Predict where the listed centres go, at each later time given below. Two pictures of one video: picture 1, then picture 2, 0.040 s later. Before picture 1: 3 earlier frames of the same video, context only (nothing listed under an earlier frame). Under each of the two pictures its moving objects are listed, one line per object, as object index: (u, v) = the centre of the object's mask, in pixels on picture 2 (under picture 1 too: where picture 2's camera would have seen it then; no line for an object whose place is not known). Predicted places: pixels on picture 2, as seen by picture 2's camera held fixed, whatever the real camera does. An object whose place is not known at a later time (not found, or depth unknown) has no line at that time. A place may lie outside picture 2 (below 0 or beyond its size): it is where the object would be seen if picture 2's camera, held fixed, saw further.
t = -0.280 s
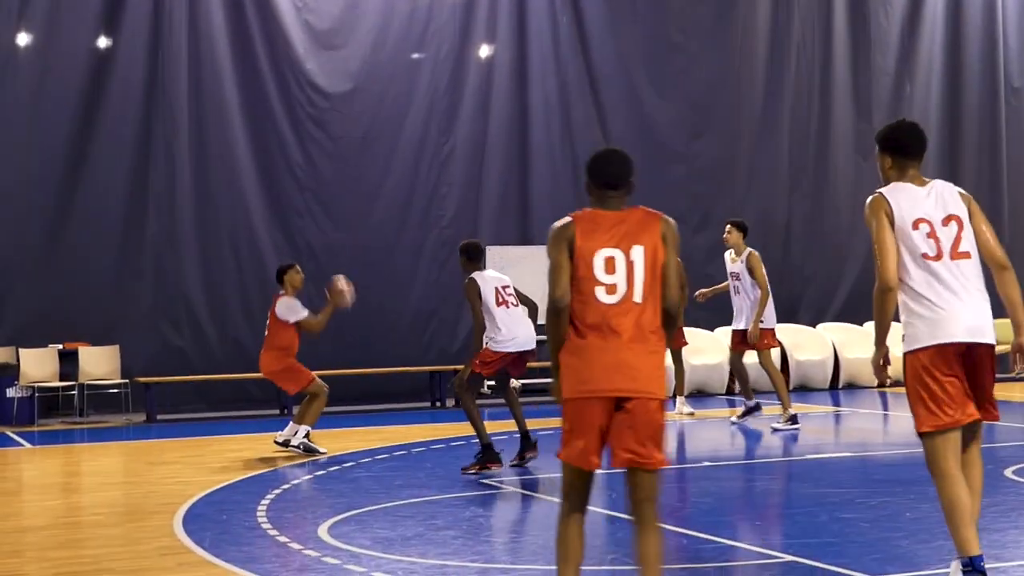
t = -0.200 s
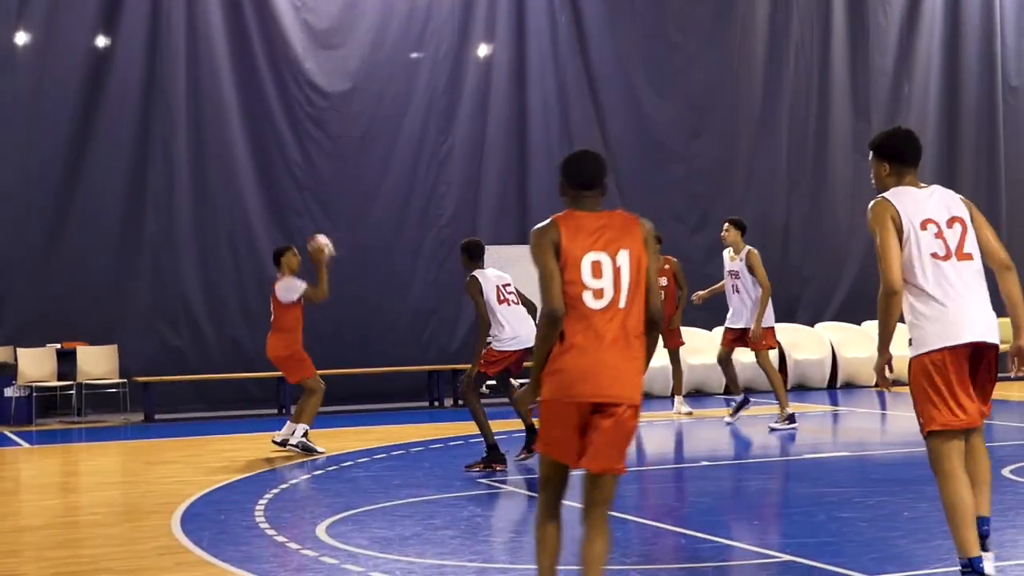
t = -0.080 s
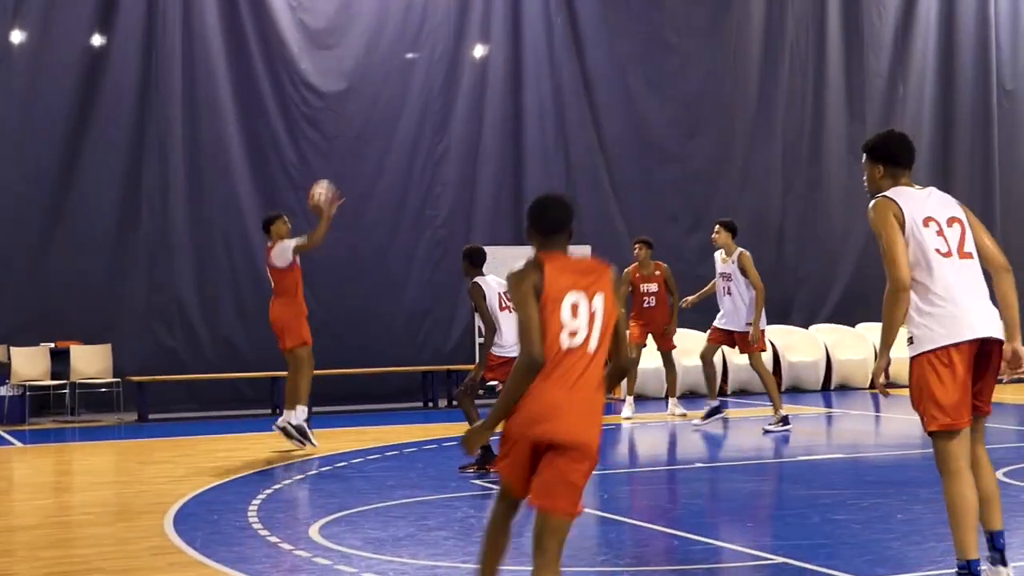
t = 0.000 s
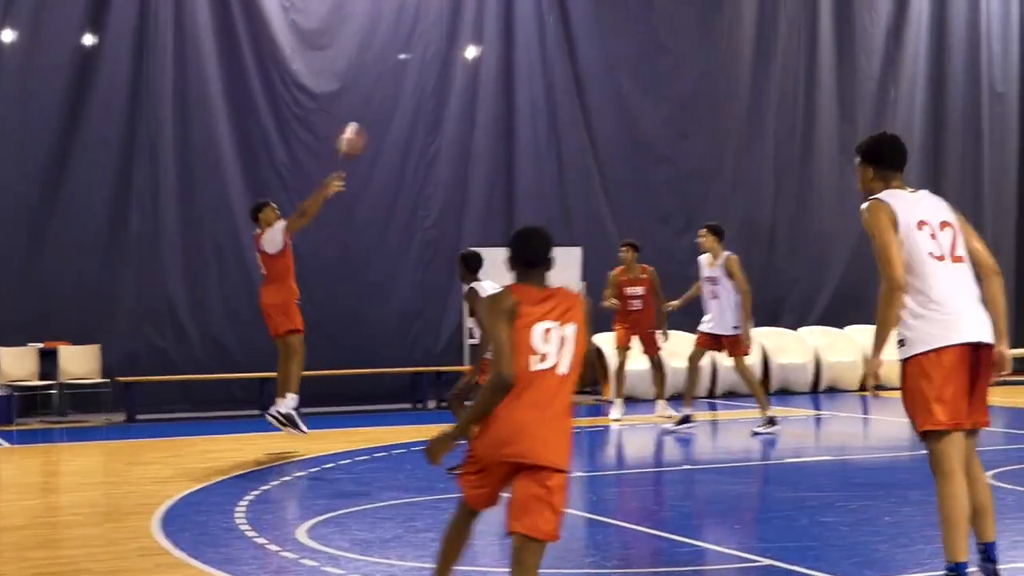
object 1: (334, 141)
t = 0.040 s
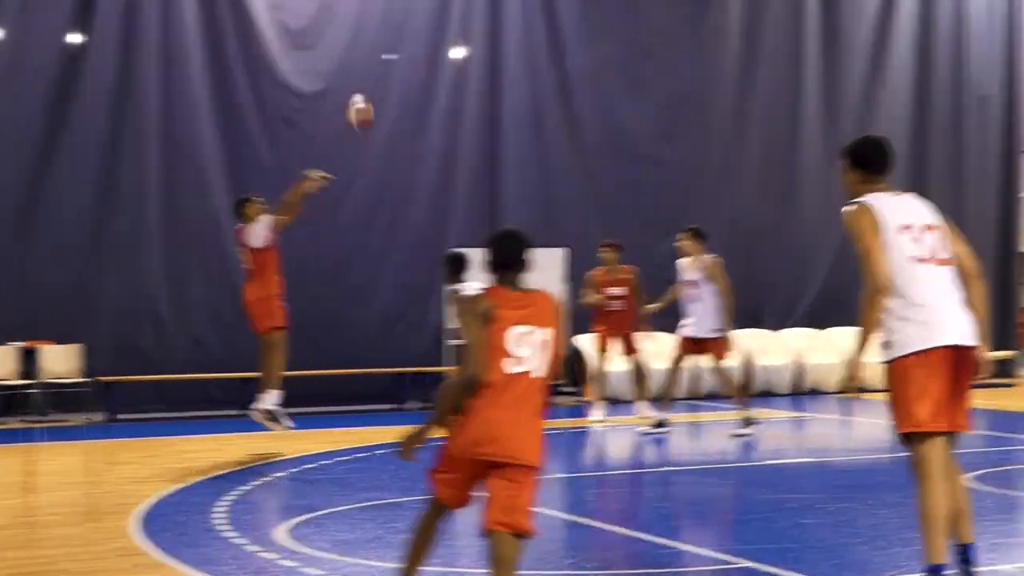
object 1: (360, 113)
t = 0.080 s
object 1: (379, 84)
